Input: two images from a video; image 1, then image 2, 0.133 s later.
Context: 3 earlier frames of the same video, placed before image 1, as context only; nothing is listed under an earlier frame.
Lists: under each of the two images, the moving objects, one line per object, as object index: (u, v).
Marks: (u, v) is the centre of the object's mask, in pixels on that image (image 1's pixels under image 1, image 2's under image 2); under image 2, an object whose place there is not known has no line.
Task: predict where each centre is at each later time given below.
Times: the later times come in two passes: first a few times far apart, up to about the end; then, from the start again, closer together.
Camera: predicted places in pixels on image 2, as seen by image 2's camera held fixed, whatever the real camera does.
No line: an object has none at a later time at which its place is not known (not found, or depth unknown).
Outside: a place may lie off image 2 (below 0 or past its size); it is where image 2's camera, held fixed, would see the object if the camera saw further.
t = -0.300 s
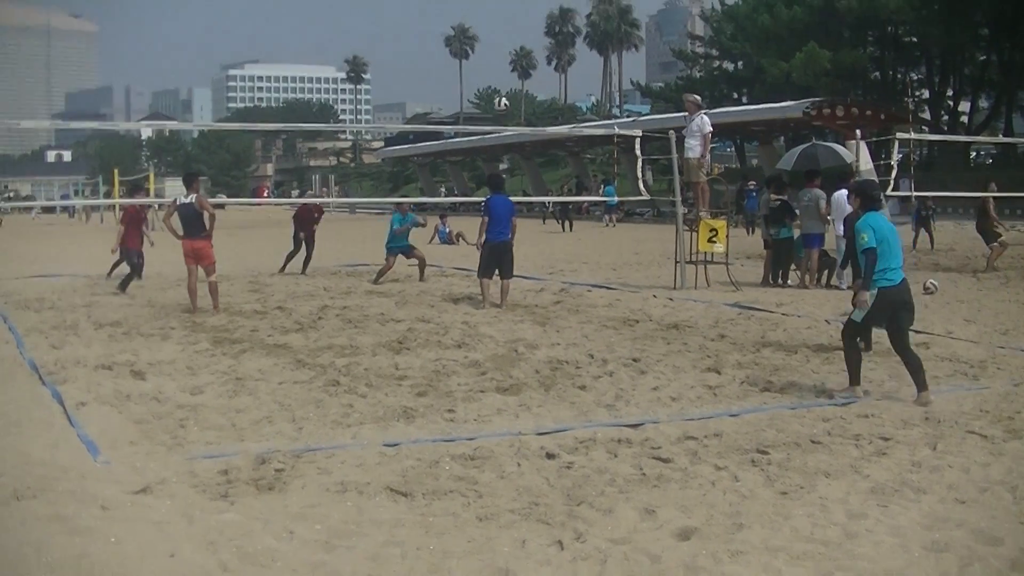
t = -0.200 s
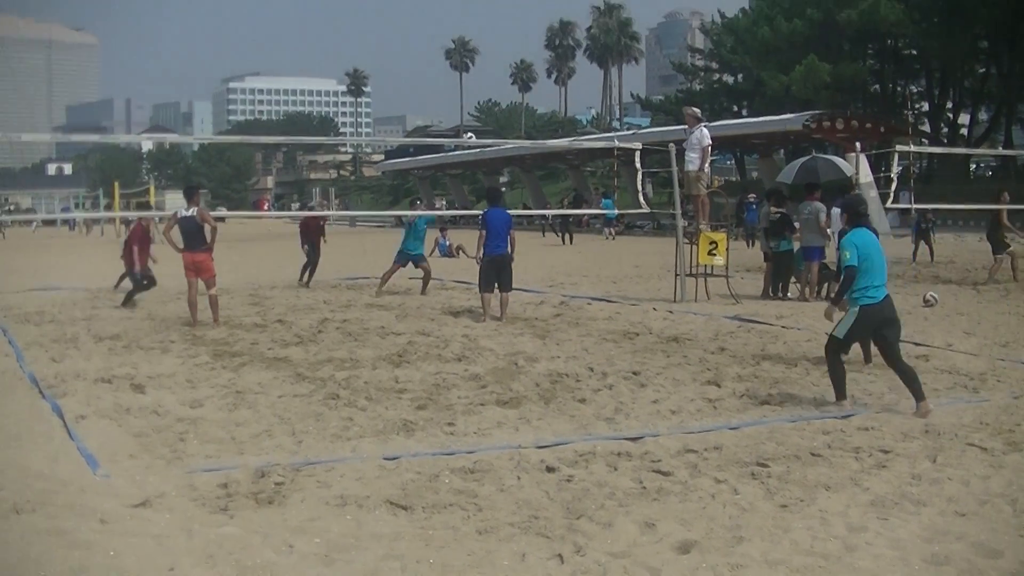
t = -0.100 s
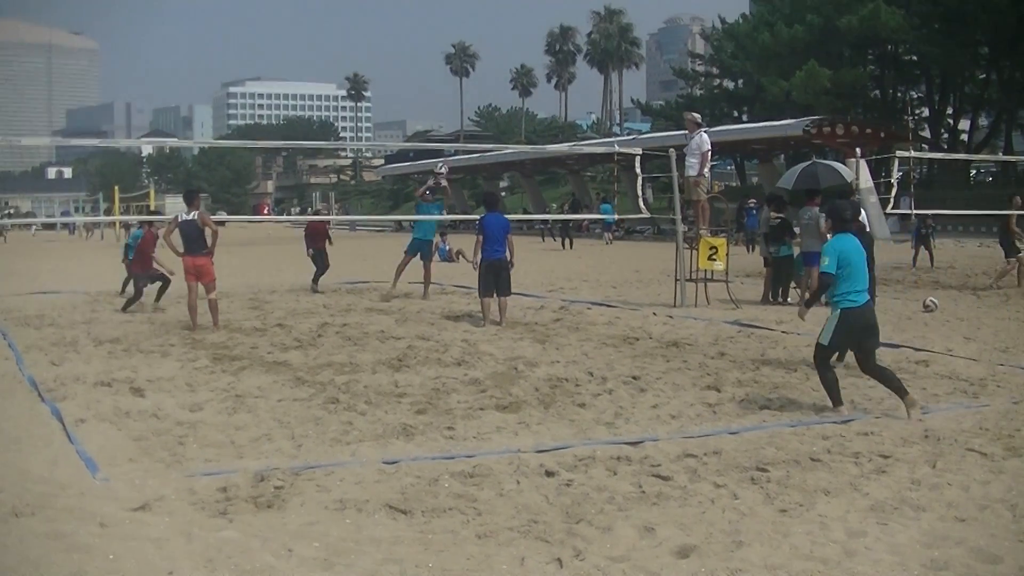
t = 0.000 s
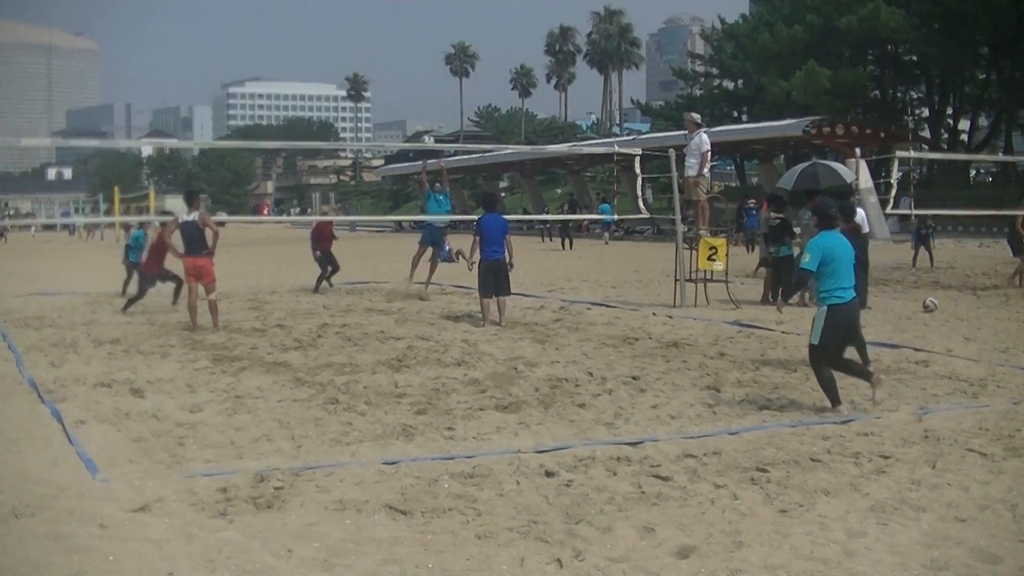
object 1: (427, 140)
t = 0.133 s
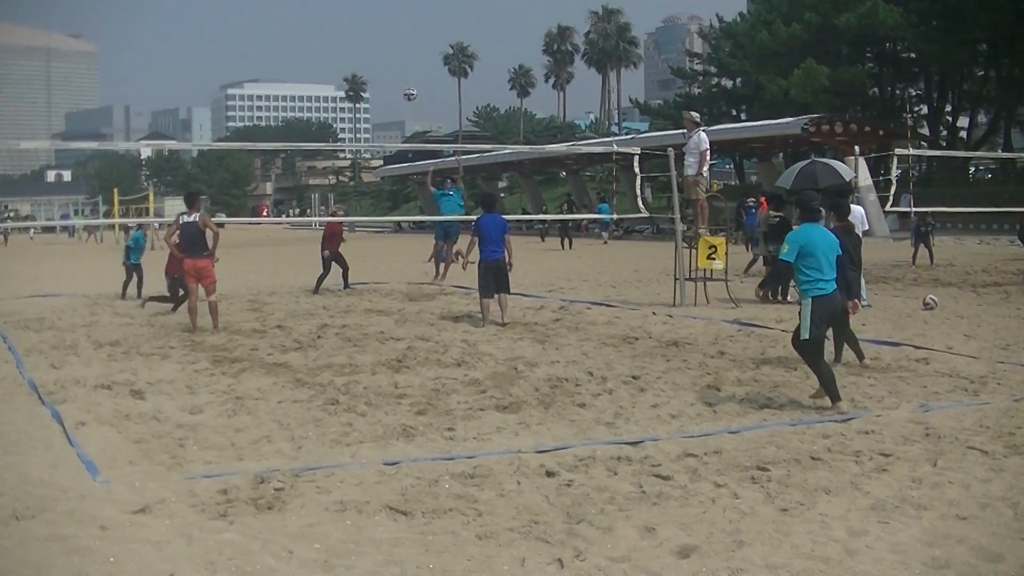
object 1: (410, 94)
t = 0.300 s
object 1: (390, 50)
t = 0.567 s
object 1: (362, 14)
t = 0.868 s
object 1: (330, 29)
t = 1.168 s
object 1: (301, 108)
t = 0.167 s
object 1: (406, 84)
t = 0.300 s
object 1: (390, 50)
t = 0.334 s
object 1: (387, 42)
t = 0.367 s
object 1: (383, 37)
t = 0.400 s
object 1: (379, 31)
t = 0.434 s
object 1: (376, 27)
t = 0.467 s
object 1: (372, 22)
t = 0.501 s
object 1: (368, 19)
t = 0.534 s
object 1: (365, 17)
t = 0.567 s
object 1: (362, 14)
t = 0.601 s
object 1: (358, 13)
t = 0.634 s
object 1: (355, 13)
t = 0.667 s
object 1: (351, 13)
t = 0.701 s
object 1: (348, 14)
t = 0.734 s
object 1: (344, 16)
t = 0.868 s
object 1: (330, 29)
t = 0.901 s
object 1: (326, 35)
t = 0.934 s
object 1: (323, 42)
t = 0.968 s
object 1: (320, 49)
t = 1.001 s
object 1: (316, 57)
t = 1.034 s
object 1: (313, 65)
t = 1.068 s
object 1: (310, 74)
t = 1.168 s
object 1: (301, 108)
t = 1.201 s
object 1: (298, 119)
